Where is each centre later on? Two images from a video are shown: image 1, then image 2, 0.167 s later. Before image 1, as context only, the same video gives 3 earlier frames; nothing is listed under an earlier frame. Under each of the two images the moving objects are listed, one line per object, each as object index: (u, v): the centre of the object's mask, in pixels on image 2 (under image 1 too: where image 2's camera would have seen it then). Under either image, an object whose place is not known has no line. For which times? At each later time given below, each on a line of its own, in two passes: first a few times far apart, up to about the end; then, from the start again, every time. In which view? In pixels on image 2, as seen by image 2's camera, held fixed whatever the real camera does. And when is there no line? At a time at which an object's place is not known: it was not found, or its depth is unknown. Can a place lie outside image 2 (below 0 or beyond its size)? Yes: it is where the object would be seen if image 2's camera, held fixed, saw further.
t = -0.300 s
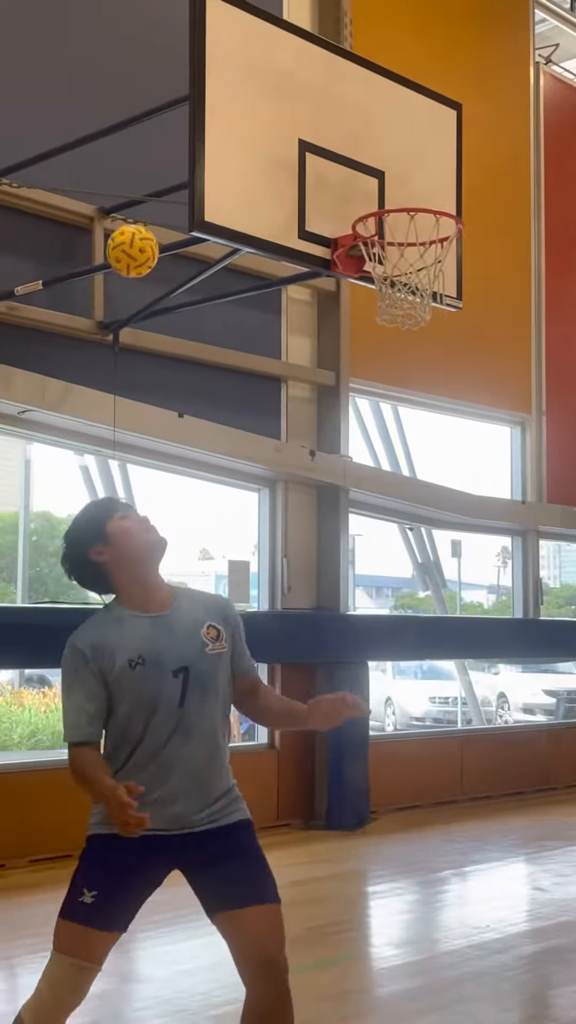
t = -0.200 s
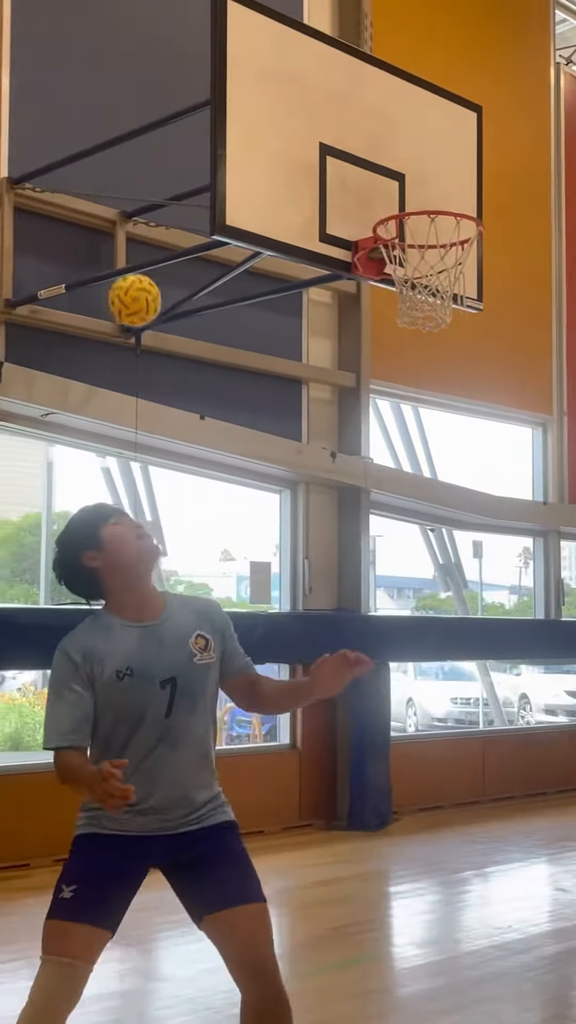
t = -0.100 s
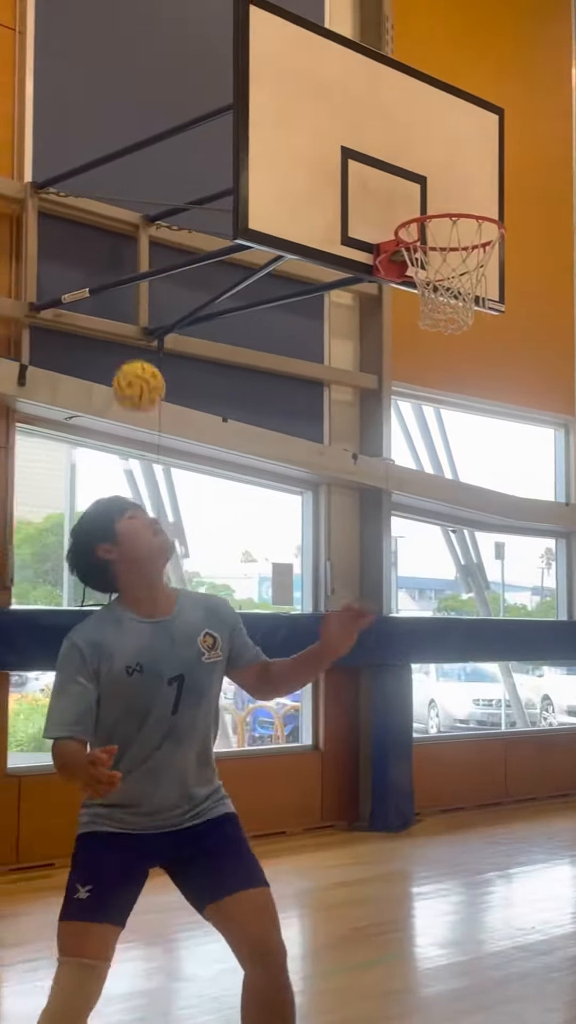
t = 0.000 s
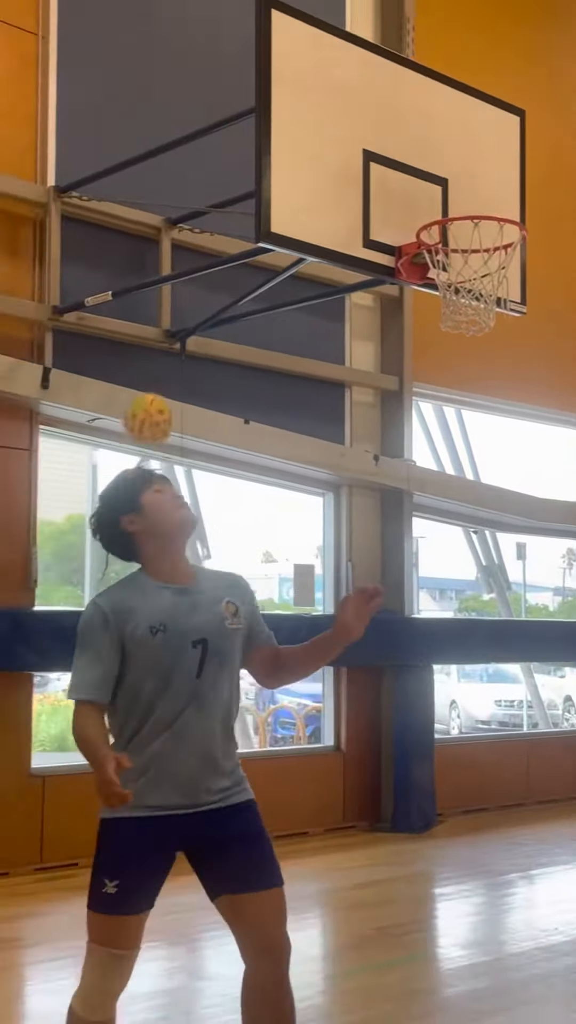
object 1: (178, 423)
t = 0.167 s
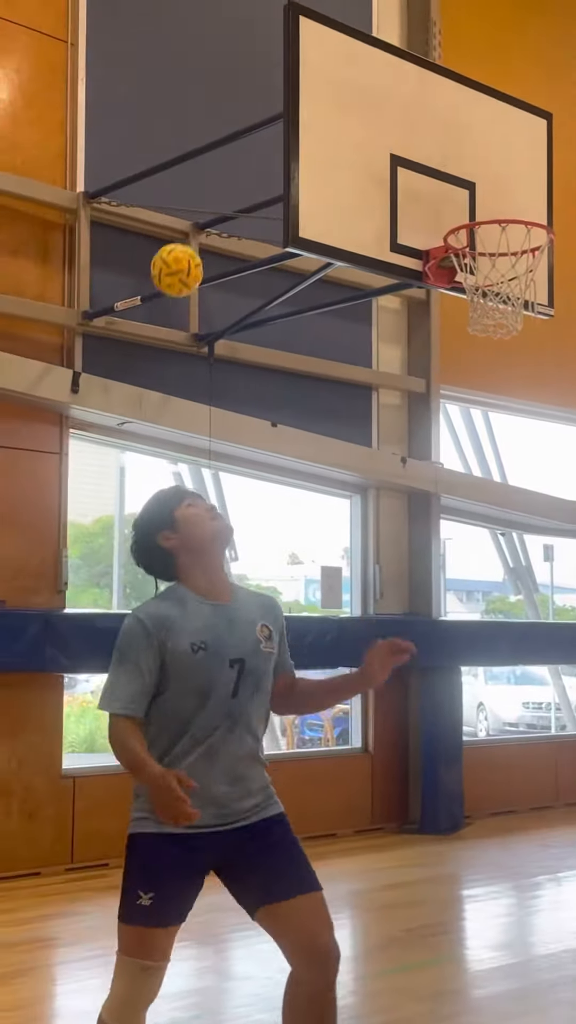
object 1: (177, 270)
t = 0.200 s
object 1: (176, 251)
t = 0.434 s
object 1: (171, 236)
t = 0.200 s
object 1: (176, 251)
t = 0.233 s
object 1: (175, 237)
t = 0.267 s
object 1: (175, 226)
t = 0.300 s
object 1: (174, 220)
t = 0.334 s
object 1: (173, 218)
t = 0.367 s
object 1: (173, 220)
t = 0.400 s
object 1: (172, 226)
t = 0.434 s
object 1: (171, 236)
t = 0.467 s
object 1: (170, 251)
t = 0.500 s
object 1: (170, 270)
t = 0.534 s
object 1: (169, 294)
